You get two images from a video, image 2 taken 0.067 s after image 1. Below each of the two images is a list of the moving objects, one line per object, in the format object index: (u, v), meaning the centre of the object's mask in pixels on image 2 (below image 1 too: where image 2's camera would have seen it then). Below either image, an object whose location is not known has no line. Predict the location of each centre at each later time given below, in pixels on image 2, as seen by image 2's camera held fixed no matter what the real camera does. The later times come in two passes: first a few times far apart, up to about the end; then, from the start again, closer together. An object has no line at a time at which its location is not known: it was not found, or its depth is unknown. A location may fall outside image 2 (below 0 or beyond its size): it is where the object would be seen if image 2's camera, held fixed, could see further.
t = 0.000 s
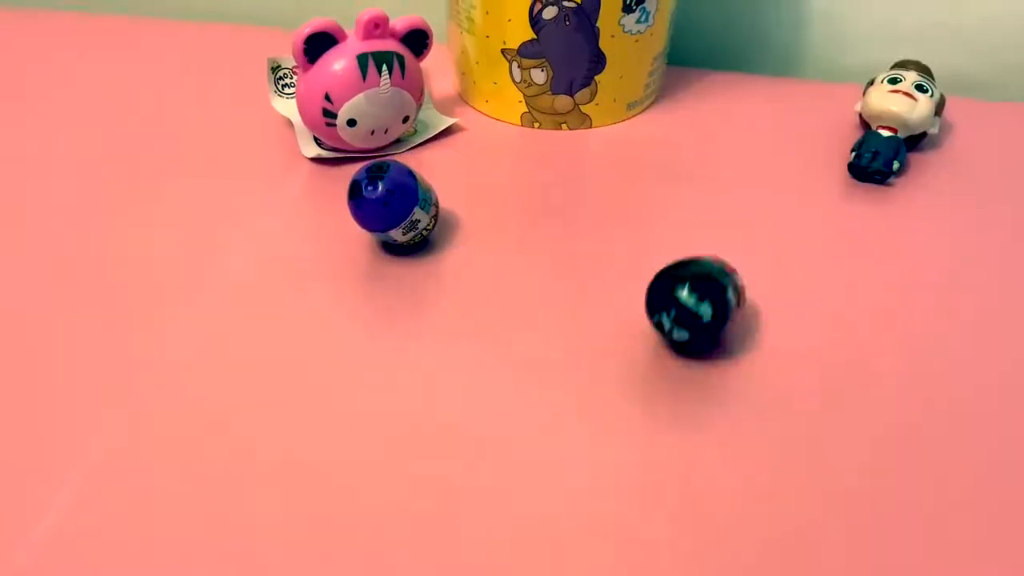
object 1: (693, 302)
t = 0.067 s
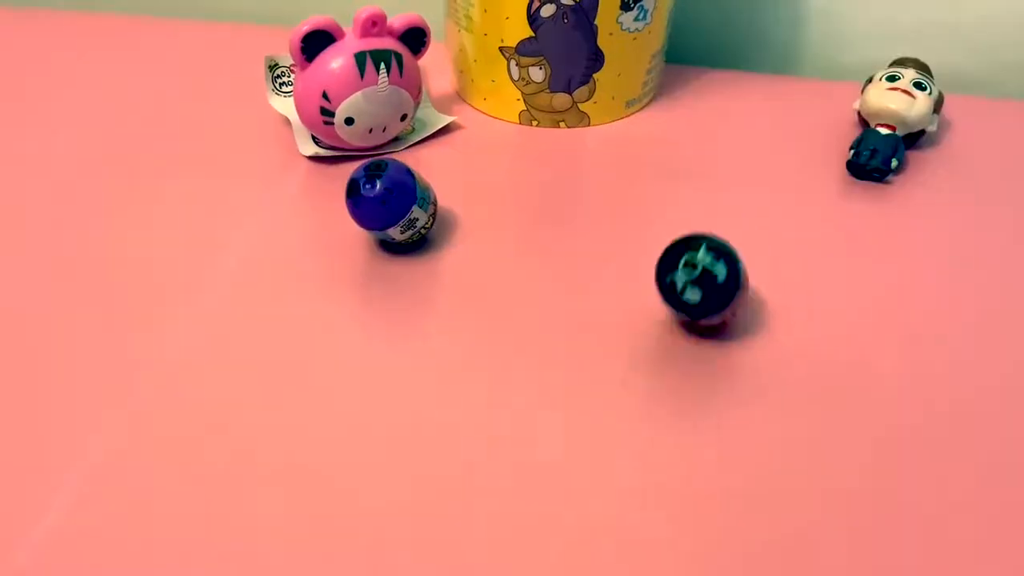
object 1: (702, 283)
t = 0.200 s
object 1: (729, 260)
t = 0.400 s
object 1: (743, 243)
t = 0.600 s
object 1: (772, 251)
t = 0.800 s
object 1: (781, 281)
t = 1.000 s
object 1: (767, 321)
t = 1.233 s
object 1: (720, 309)
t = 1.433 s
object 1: (690, 321)
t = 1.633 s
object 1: (697, 308)
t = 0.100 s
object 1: (707, 273)
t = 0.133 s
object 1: (714, 268)
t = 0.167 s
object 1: (722, 264)
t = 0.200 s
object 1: (729, 260)
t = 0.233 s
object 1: (734, 255)
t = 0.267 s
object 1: (735, 250)
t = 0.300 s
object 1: (735, 246)
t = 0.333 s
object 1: (737, 244)
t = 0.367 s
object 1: (740, 244)
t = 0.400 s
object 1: (743, 243)
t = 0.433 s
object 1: (748, 243)
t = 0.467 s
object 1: (754, 243)
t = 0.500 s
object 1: (759, 245)
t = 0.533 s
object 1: (765, 247)
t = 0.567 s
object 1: (769, 249)
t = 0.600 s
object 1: (772, 251)
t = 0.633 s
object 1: (774, 254)
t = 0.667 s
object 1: (776, 257)
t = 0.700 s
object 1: (778, 262)
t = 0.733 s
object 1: (778, 267)
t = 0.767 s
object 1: (780, 273)
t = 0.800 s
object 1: (781, 281)
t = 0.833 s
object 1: (782, 289)
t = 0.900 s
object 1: (779, 305)
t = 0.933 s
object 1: (776, 312)
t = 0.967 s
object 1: (772, 317)
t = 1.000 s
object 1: (767, 321)
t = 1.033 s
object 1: (761, 323)
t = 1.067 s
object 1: (755, 324)
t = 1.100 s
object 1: (748, 323)
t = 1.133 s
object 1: (742, 322)
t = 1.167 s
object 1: (735, 318)
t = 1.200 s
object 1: (728, 314)
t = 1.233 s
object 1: (720, 309)
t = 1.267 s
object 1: (714, 308)
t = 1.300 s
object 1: (707, 308)
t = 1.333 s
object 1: (702, 312)
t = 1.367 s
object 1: (696, 317)
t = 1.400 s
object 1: (693, 321)
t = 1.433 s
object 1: (690, 321)
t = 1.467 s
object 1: (689, 318)
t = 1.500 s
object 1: (689, 315)
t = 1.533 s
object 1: (690, 310)
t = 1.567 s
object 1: (692, 307)
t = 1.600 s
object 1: (695, 306)
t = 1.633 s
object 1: (697, 308)
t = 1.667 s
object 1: (700, 311)
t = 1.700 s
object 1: (704, 315)
